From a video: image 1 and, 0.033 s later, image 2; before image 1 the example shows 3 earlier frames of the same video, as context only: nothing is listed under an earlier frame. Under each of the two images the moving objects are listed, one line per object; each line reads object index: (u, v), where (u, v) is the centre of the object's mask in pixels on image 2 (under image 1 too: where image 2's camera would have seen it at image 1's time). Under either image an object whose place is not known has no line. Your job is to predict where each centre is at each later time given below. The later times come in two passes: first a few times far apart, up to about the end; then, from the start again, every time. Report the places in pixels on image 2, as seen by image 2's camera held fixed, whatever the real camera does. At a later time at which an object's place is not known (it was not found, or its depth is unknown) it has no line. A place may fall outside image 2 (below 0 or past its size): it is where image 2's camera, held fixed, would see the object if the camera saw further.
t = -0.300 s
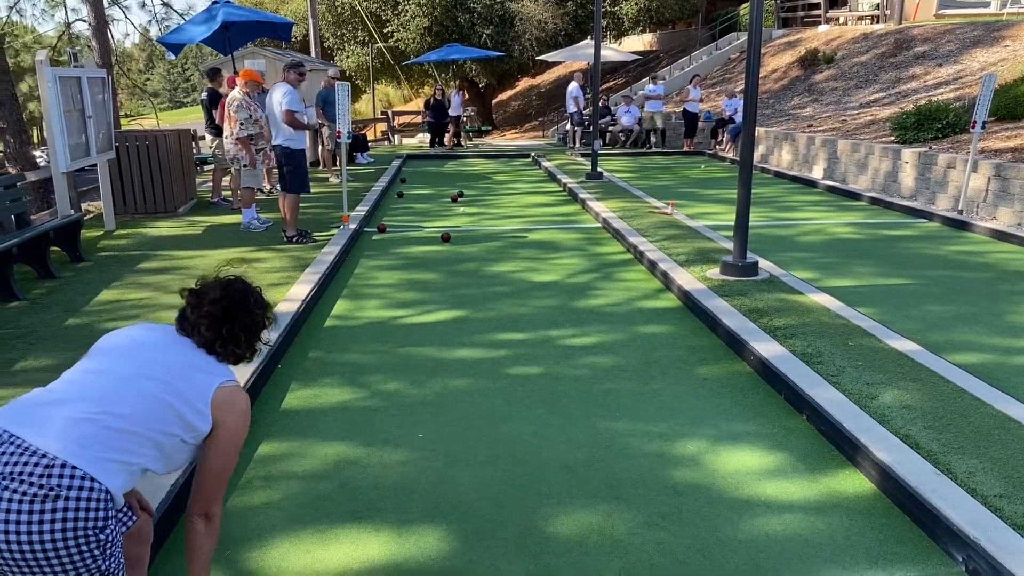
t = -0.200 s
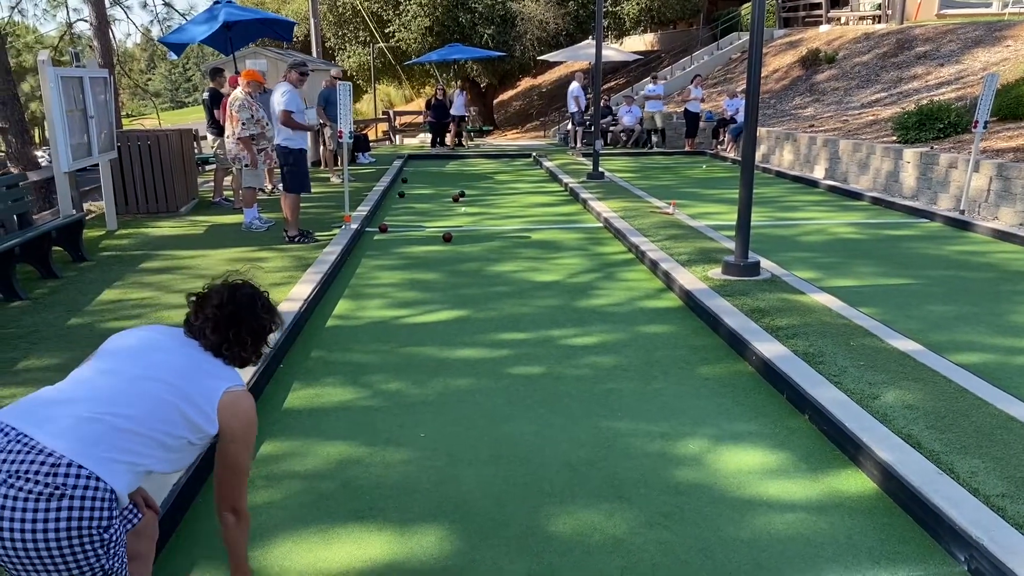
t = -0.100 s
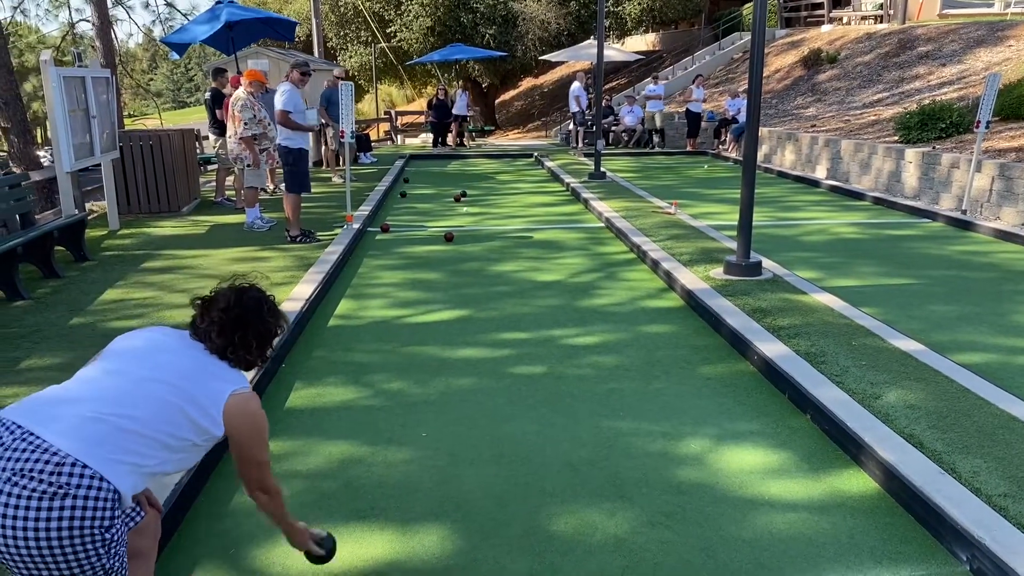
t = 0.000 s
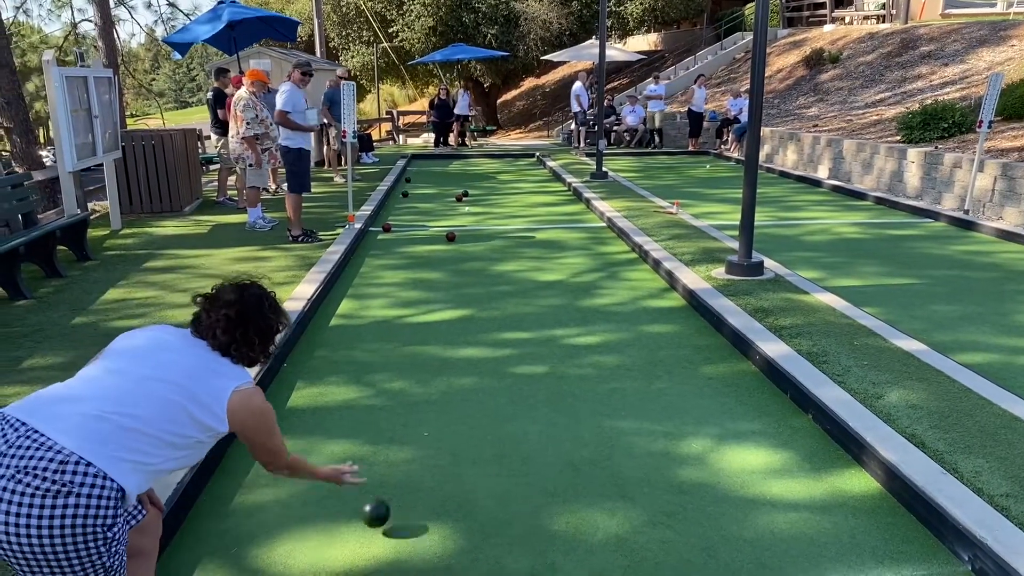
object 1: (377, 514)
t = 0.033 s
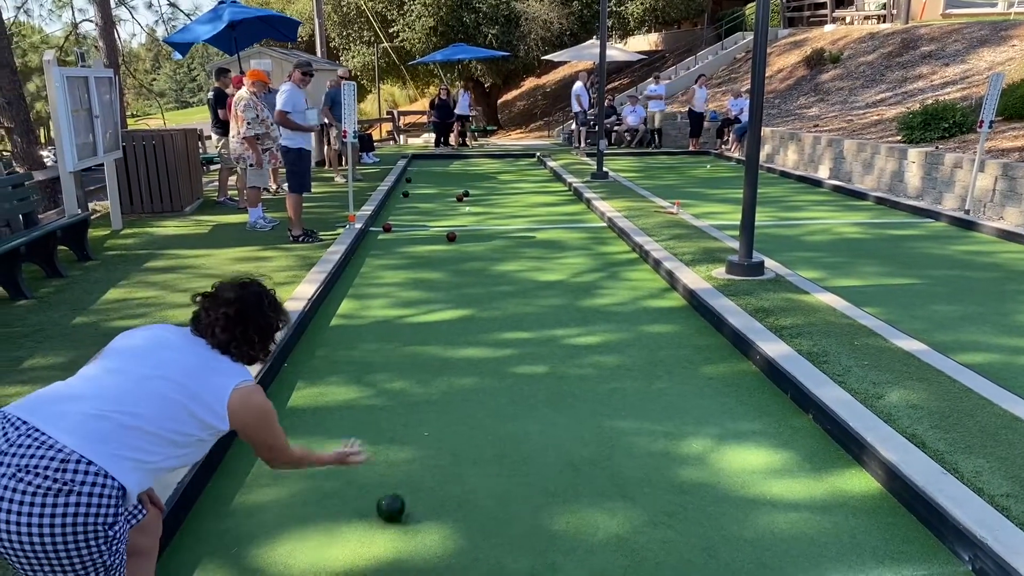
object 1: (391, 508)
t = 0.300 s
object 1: (466, 433)
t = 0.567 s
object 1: (516, 385)
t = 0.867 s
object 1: (555, 345)
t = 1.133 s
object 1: (582, 319)
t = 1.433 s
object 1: (607, 297)
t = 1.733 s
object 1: (623, 278)
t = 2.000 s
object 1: (635, 264)
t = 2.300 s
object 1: (630, 253)
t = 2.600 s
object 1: (612, 245)
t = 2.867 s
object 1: (597, 239)
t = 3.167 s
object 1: (583, 233)
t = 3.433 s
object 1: (573, 227)
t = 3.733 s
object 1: (563, 222)
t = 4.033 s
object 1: (554, 219)
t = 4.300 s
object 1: (546, 216)
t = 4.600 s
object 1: (538, 213)
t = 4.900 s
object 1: (530, 210)
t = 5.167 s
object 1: (524, 208)
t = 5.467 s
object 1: (518, 206)
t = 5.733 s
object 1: (513, 205)
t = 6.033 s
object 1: (508, 203)
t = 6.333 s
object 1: (504, 202)
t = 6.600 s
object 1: (500, 201)
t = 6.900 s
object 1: (497, 200)
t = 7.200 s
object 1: (494, 199)
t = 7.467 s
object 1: (493, 199)
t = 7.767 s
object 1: (491, 198)
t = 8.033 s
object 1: (491, 198)
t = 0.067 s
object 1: (402, 491)
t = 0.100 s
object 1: (413, 478)
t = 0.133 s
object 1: (423, 468)
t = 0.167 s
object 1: (433, 461)
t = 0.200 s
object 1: (442, 457)
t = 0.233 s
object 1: (451, 446)
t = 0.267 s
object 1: (459, 439)
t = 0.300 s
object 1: (466, 433)
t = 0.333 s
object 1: (473, 426)
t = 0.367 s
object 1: (480, 419)
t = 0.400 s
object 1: (487, 414)
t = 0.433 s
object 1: (493, 407)
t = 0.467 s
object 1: (499, 401)
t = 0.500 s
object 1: (505, 395)
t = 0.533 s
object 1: (511, 391)
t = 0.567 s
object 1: (516, 385)
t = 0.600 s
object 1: (521, 380)
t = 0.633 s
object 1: (525, 375)
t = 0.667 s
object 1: (530, 370)
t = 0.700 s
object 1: (535, 366)
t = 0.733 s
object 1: (540, 362)
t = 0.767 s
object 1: (544, 357)
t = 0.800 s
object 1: (548, 353)
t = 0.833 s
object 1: (552, 349)
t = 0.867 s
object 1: (555, 345)
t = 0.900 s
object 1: (559, 341)
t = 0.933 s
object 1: (564, 338)
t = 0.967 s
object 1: (570, 336)
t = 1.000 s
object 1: (572, 333)
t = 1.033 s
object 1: (574, 329)
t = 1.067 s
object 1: (577, 326)
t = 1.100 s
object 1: (579, 322)
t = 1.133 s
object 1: (582, 319)
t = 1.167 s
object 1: (584, 316)
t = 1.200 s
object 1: (587, 314)
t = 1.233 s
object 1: (590, 310)
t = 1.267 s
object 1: (592, 308)
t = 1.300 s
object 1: (595, 305)
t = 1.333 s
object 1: (597, 303)
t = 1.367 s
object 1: (601, 301)
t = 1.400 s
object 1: (604, 299)
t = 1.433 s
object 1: (607, 297)
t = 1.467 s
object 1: (609, 294)
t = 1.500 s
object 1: (611, 292)
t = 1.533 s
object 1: (613, 290)
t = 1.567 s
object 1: (614, 287)
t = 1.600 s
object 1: (616, 286)
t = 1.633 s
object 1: (618, 284)
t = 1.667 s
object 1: (620, 282)
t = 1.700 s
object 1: (621, 280)
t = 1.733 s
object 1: (623, 278)
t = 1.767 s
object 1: (625, 277)
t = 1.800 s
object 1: (626, 275)
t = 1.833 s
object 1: (628, 273)
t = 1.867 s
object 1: (629, 271)
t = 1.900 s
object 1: (630, 269)
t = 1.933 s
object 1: (631, 267)
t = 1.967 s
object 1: (633, 266)
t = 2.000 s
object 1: (635, 264)
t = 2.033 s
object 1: (636, 262)
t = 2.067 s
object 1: (636, 261)
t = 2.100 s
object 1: (636, 259)
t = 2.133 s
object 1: (637, 258)
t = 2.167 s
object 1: (638, 257)
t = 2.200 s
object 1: (635, 255)
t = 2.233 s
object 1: (633, 255)
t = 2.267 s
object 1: (631, 253)
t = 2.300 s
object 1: (630, 253)
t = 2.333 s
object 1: (628, 252)
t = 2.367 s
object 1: (626, 251)
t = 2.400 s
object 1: (623, 249)
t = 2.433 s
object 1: (621, 249)
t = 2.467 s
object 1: (618, 248)
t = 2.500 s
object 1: (617, 247)
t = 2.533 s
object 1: (615, 247)
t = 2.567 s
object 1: (614, 246)
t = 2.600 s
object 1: (612, 245)
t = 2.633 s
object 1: (610, 245)
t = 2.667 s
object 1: (608, 244)
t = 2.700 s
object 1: (606, 243)
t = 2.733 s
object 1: (604, 242)
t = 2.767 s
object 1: (602, 241)
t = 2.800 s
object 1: (600, 240)
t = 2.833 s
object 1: (598, 239)
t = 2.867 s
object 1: (597, 239)
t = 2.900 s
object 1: (595, 238)
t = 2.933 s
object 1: (593, 237)
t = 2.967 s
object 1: (591, 236)
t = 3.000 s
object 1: (590, 235)
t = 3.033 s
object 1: (588, 235)
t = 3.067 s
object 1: (587, 234)
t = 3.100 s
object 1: (585, 233)
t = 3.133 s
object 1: (584, 233)
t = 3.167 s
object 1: (583, 233)
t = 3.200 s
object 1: (582, 232)
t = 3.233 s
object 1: (581, 231)
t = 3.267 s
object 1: (579, 230)
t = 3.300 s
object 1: (578, 230)
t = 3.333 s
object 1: (577, 229)
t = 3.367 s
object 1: (575, 228)
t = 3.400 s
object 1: (574, 228)
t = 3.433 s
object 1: (573, 227)
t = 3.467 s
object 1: (571, 227)
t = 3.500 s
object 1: (570, 226)
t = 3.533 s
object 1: (569, 226)
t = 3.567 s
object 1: (568, 225)
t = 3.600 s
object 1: (567, 225)
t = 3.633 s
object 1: (566, 224)
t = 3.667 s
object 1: (565, 224)
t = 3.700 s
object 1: (564, 223)
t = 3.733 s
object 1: (563, 222)
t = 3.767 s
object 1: (562, 222)
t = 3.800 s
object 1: (561, 221)
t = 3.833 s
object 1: (560, 221)
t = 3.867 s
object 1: (559, 221)
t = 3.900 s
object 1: (558, 221)
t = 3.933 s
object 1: (557, 221)
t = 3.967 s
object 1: (556, 220)
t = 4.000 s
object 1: (555, 220)
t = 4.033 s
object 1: (554, 219)
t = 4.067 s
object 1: (553, 219)
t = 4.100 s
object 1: (552, 218)
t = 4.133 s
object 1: (551, 218)
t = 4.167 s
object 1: (550, 217)
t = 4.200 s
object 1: (549, 217)
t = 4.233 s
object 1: (548, 217)
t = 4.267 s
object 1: (547, 216)
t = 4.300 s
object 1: (546, 216)
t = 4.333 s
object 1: (546, 215)
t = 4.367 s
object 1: (545, 215)
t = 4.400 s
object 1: (544, 215)
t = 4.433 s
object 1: (543, 215)
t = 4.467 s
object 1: (542, 214)
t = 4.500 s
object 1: (541, 214)
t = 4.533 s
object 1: (540, 214)
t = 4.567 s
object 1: (539, 213)
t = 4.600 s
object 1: (538, 213)
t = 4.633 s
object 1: (537, 212)
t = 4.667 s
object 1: (536, 212)
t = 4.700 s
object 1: (535, 212)
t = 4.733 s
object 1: (534, 212)
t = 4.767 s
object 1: (533, 211)
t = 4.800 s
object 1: (532, 211)
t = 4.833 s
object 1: (532, 211)
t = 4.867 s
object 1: (531, 210)
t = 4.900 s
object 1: (530, 210)
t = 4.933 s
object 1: (529, 210)
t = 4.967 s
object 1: (528, 210)
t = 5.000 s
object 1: (528, 209)
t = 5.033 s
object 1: (527, 209)
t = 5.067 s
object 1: (526, 209)
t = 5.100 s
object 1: (525, 209)
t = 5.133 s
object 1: (525, 208)
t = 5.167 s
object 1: (524, 208)
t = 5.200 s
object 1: (523, 208)
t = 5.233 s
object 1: (523, 208)
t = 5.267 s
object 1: (522, 208)
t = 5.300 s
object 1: (521, 207)
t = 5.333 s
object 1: (521, 207)
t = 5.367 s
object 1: (520, 207)
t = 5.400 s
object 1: (519, 207)
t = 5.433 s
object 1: (518, 206)
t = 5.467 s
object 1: (518, 206)
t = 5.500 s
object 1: (517, 206)
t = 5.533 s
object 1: (516, 206)
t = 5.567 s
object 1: (516, 205)
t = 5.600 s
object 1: (515, 205)
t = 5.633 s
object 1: (515, 205)
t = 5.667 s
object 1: (514, 205)
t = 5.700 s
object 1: (514, 205)
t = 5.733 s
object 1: (513, 205)
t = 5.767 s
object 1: (513, 204)
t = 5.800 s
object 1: (512, 204)
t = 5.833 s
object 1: (511, 204)
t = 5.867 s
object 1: (511, 204)
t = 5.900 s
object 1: (510, 204)
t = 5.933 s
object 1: (510, 203)
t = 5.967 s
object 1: (509, 203)
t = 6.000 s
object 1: (509, 203)
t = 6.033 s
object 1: (508, 203)
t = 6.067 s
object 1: (508, 203)
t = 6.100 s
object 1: (508, 203)
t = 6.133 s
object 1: (507, 203)
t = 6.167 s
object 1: (506, 202)
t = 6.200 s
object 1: (506, 202)
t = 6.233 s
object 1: (506, 202)
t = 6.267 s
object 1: (505, 202)
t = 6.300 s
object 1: (505, 202)
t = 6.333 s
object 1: (504, 202)
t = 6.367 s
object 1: (504, 201)
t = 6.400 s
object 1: (503, 201)
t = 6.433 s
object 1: (503, 201)
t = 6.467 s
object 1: (502, 201)
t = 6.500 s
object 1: (502, 201)
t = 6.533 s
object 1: (501, 201)
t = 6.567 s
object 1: (501, 201)
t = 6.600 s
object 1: (500, 201)
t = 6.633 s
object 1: (500, 201)
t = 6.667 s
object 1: (500, 200)
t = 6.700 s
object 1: (499, 200)
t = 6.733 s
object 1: (499, 200)
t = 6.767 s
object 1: (498, 200)
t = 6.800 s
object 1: (498, 200)
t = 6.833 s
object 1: (498, 200)
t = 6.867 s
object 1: (497, 200)
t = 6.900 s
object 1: (497, 200)
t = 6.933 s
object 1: (497, 200)
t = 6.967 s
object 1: (496, 199)
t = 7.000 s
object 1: (496, 199)
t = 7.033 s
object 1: (496, 199)
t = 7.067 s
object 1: (495, 199)
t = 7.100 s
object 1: (495, 199)
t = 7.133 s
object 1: (495, 199)
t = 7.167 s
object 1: (495, 199)
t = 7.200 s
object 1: (494, 199)
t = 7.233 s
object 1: (494, 199)
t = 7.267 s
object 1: (494, 199)
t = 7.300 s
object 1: (493, 199)
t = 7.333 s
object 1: (493, 199)
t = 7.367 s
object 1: (493, 199)
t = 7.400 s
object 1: (493, 199)
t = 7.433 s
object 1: (493, 199)
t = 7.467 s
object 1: (493, 199)
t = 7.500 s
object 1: (492, 199)
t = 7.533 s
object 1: (492, 199)
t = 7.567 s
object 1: (492, 199)
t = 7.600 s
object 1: (492, 199)
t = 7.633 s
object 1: (492, 199)
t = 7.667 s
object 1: (491, 198)
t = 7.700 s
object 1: (491, 198)
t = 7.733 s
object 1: (491, 198)
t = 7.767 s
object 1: (491, 198)
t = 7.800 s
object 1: (491, 198)
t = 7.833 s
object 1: (491, 198)
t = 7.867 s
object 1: (491, 198)
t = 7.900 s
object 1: (491, 198)
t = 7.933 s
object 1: (491, 198)
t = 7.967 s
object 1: (491, 198)
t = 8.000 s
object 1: (491, 198)
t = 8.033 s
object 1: (491, 198)
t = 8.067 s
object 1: (491, 198)
